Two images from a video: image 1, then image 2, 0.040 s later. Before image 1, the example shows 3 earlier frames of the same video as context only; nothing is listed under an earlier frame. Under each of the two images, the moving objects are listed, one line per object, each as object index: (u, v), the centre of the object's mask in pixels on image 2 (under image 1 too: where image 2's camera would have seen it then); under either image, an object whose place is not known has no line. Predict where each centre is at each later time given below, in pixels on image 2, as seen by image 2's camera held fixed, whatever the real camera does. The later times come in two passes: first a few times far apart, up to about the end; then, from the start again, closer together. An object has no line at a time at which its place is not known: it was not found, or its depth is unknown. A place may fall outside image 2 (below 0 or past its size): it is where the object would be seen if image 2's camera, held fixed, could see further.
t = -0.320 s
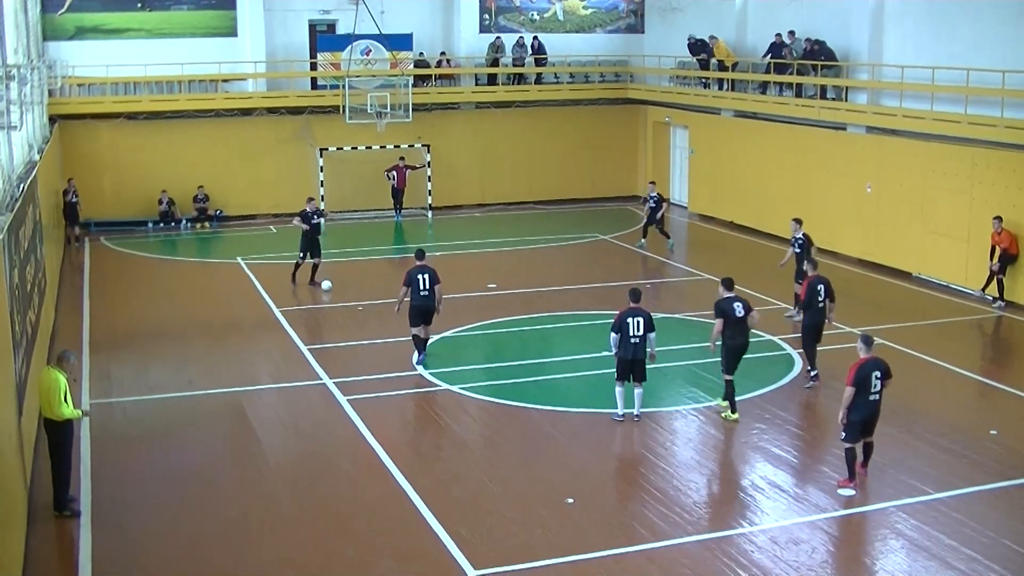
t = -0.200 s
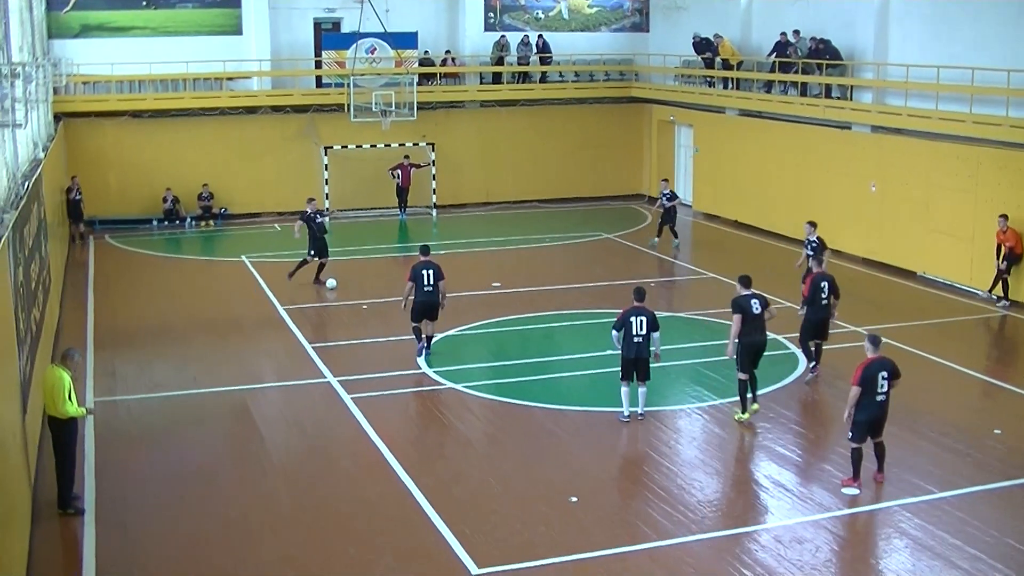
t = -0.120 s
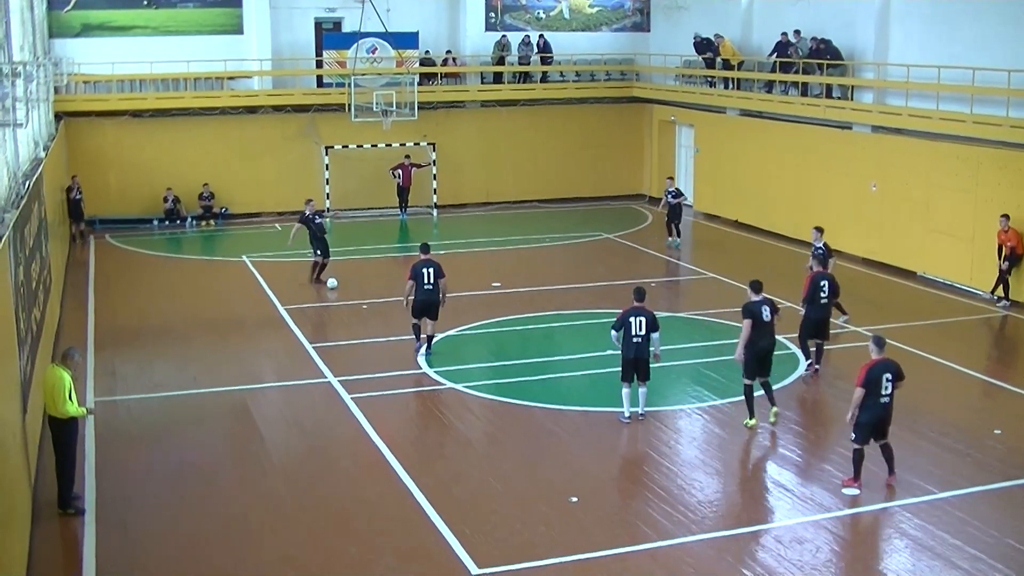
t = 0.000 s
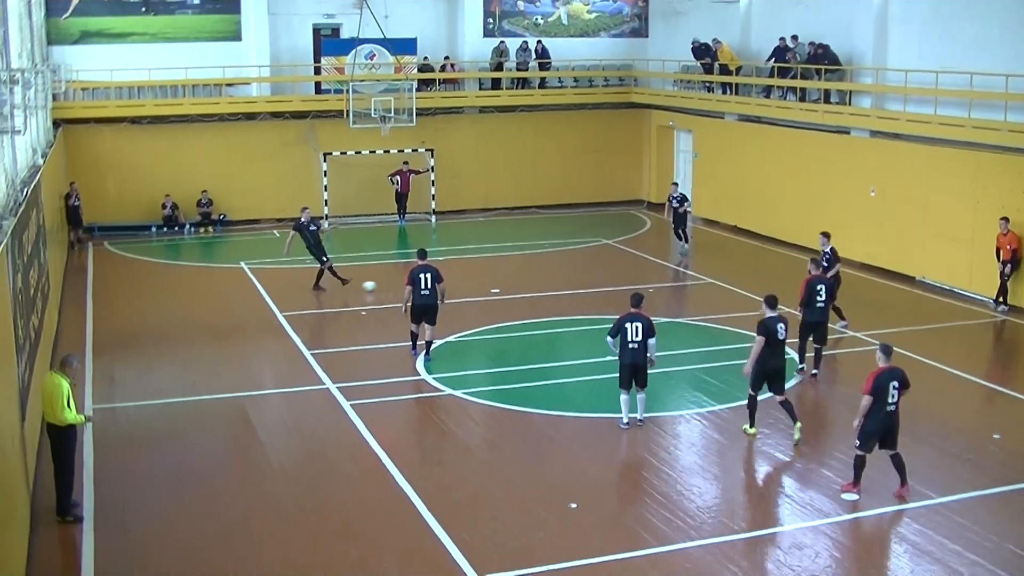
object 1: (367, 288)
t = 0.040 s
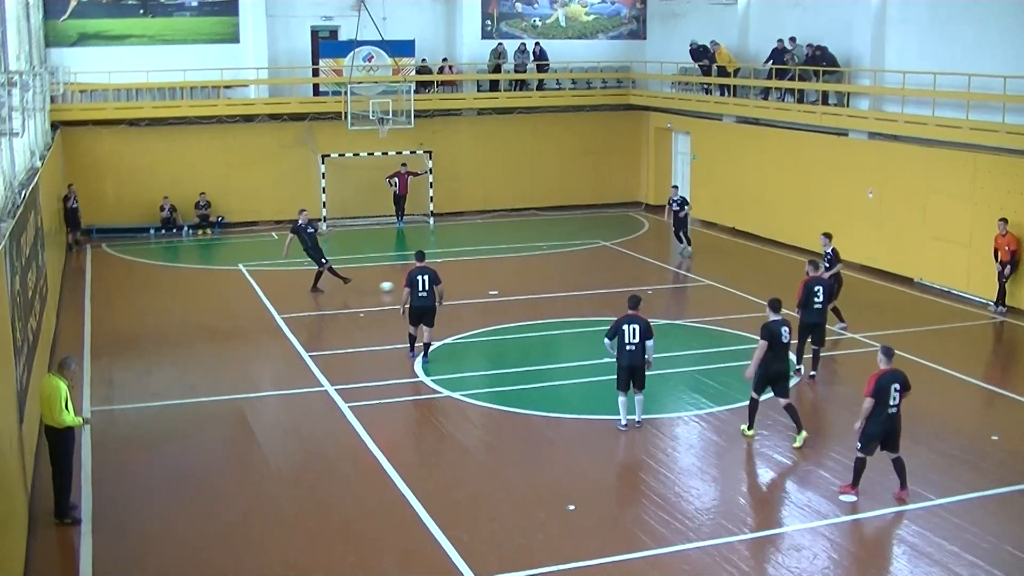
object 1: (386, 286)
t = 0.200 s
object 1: (453, 280)
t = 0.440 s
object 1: (534, 273)
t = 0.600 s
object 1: (579, 269)
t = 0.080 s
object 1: (400, 284)
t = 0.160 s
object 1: (441, 280)
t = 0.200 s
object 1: (453, 280)
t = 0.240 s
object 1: (468, 279)
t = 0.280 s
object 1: (483, 277)
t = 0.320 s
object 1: (496, 276)
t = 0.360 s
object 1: (509, 275)
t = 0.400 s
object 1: (522, 274)
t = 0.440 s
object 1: (534, 273)
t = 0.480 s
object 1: (546, 272)
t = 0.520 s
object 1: (558, 271)
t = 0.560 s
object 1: (570, 270)
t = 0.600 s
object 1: (579, 269)
